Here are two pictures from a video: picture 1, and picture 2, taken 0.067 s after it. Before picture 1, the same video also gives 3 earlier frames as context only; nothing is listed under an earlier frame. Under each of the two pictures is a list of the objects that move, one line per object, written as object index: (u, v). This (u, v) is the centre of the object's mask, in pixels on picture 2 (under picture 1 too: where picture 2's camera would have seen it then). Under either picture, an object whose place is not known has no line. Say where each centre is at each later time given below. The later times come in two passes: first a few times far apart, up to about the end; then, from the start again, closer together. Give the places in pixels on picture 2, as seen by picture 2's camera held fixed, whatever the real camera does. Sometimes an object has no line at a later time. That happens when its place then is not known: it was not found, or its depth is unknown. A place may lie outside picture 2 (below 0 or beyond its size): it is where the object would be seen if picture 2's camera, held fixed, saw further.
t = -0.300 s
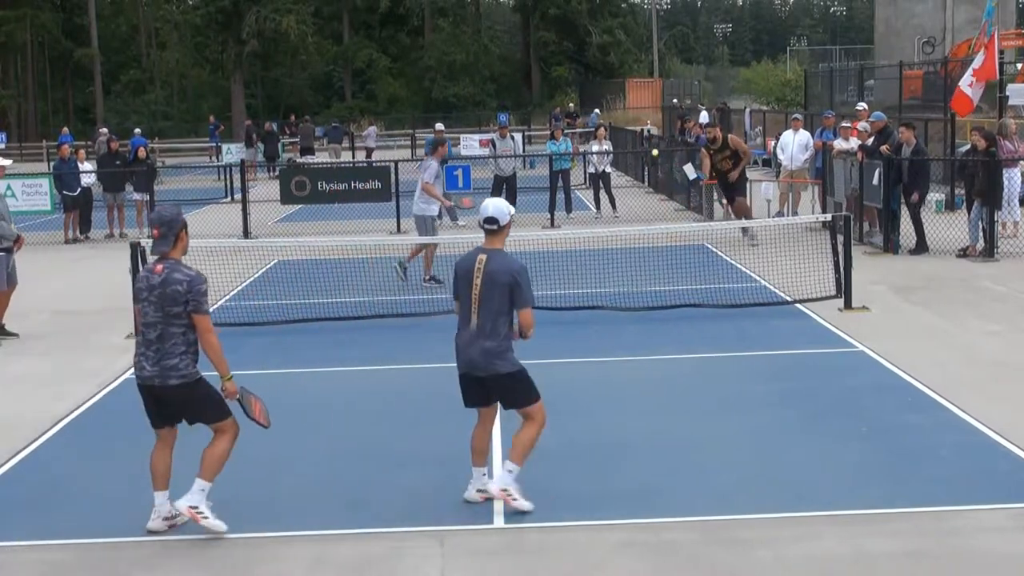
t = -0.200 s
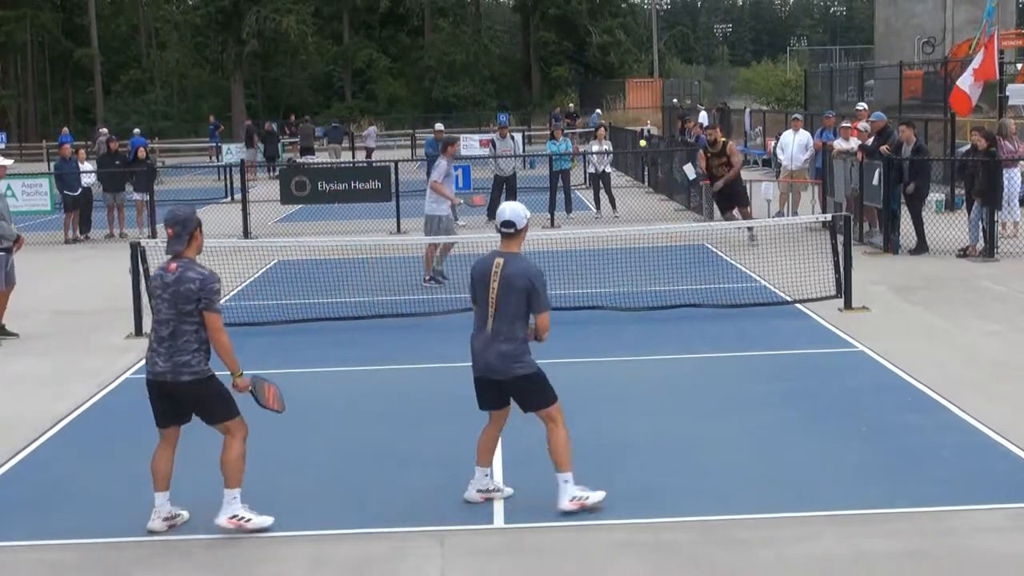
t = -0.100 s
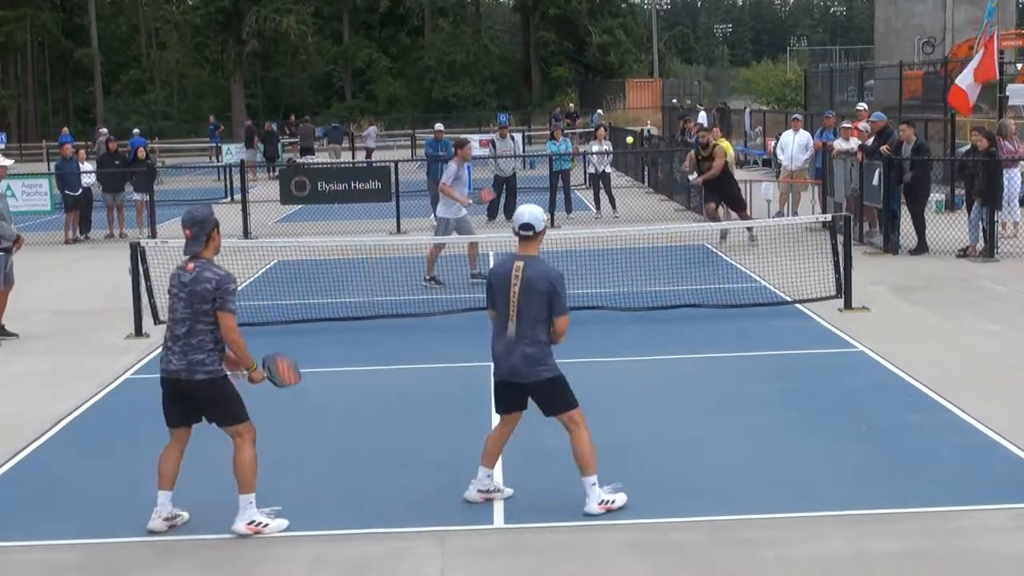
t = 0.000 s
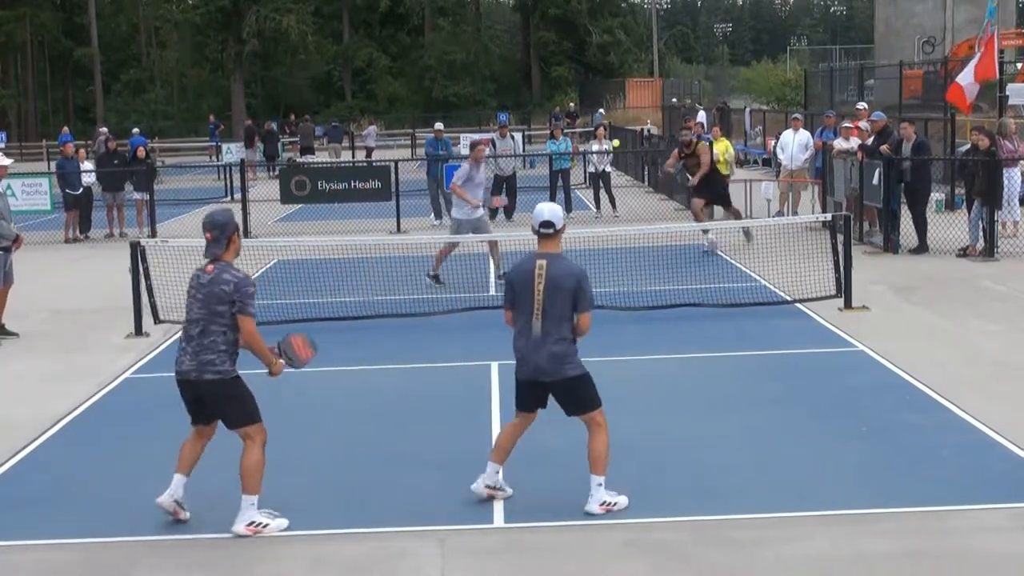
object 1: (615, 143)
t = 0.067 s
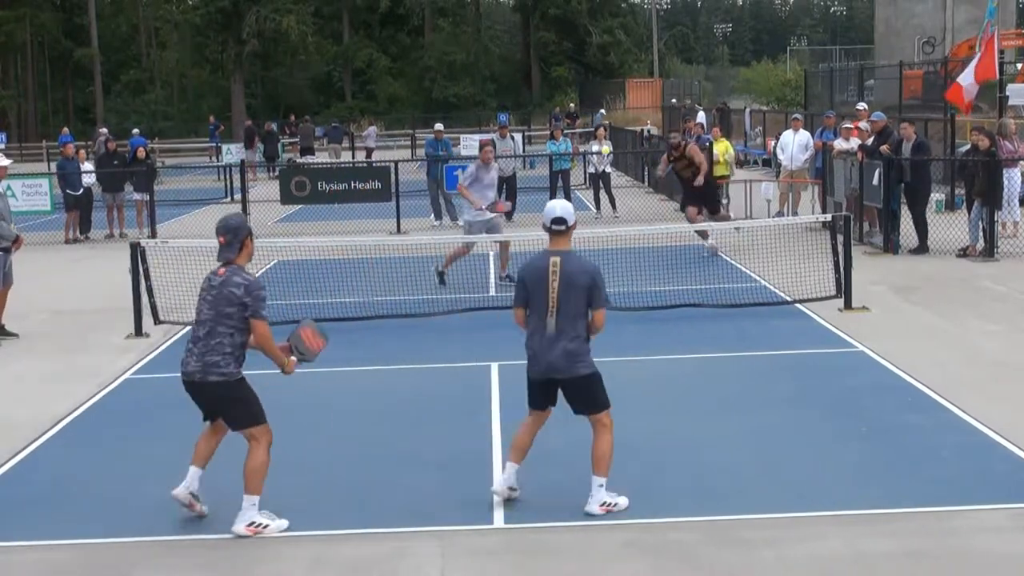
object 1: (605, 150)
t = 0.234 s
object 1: (578, 187)
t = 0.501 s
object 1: (529, 320)
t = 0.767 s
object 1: (485, 368)
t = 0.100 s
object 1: (600, 156)
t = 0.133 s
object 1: (594, 162)
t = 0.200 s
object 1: (584, 179)
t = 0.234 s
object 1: (578, 187)
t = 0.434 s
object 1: (542, 276)
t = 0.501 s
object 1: (529, 320)
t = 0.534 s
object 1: (523, 343)
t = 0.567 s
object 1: (515, 370)
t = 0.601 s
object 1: (508, 399)
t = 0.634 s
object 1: (503, 403)
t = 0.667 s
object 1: (499, 392)
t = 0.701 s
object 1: (493, 383)
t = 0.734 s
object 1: (488, 374)
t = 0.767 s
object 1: (485, 368)
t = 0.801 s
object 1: (479, 364)
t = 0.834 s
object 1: (474, 360)
